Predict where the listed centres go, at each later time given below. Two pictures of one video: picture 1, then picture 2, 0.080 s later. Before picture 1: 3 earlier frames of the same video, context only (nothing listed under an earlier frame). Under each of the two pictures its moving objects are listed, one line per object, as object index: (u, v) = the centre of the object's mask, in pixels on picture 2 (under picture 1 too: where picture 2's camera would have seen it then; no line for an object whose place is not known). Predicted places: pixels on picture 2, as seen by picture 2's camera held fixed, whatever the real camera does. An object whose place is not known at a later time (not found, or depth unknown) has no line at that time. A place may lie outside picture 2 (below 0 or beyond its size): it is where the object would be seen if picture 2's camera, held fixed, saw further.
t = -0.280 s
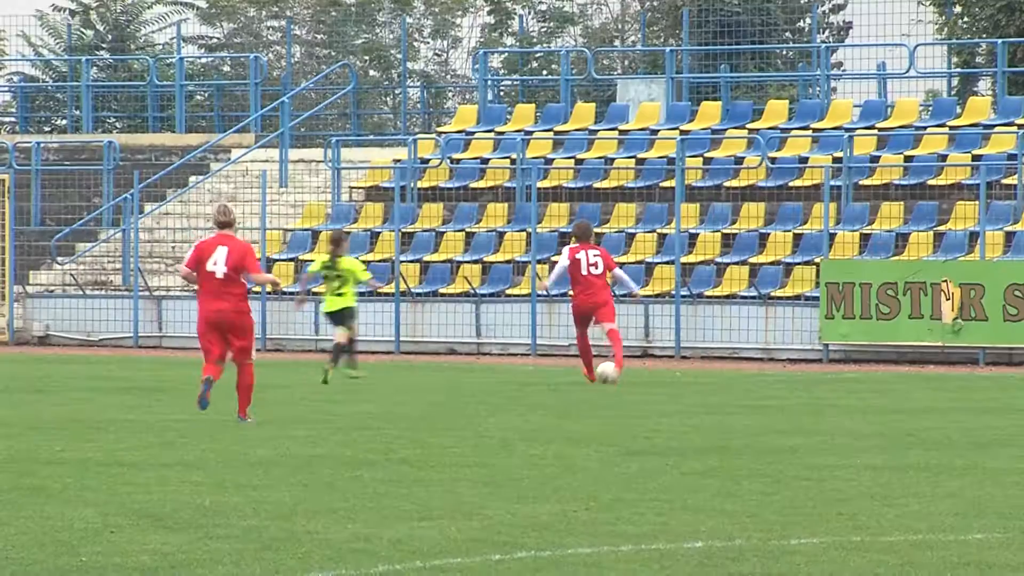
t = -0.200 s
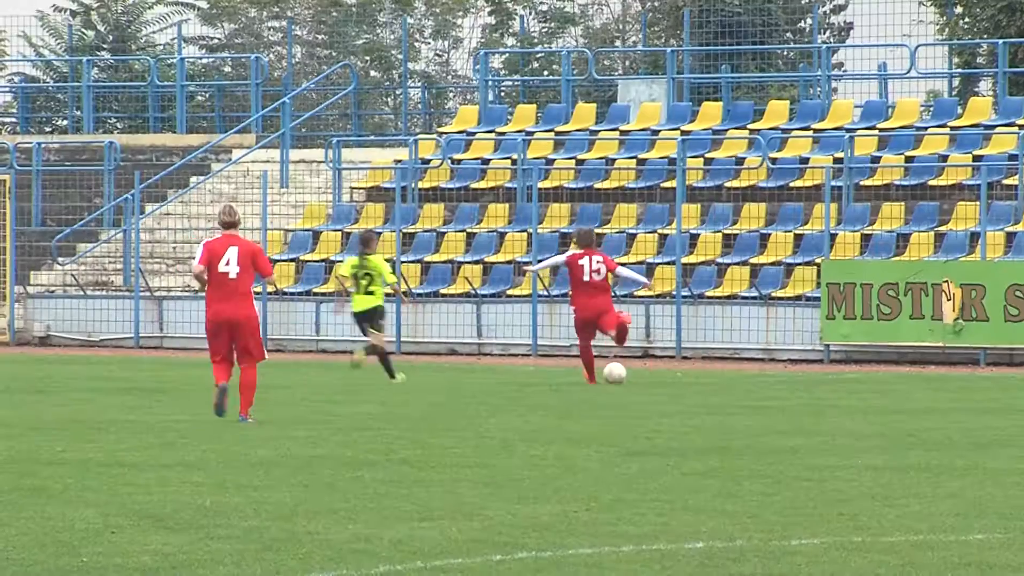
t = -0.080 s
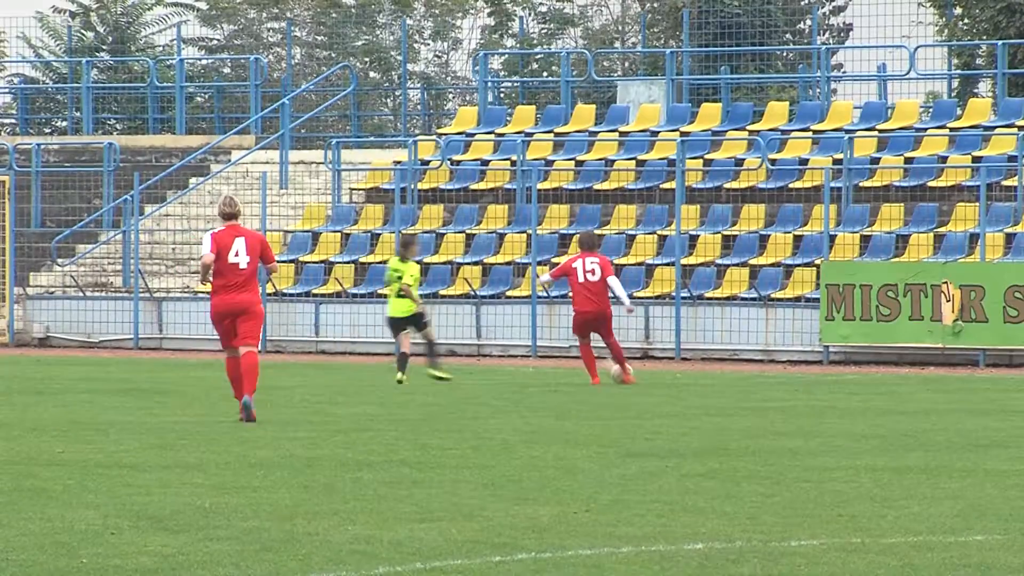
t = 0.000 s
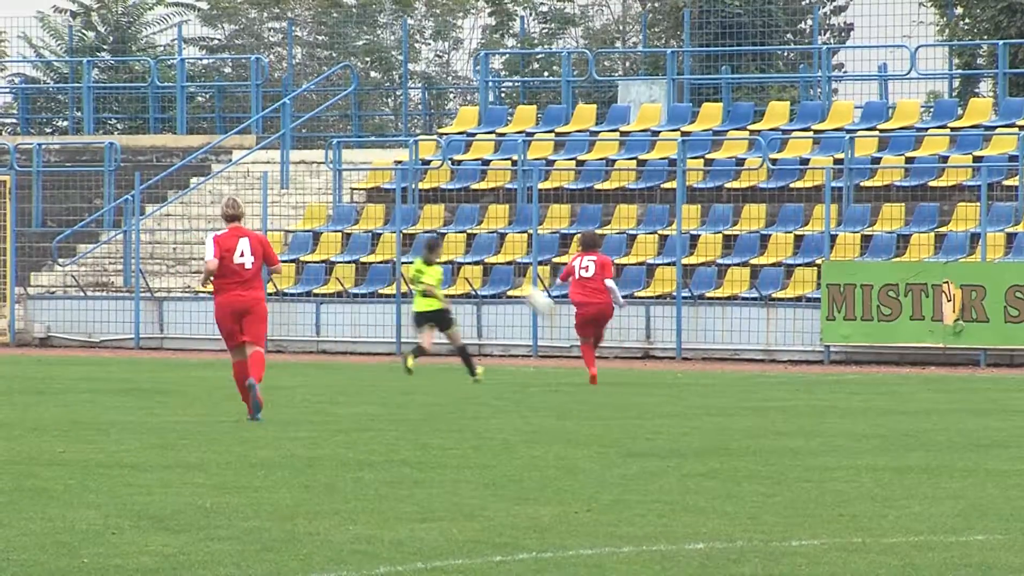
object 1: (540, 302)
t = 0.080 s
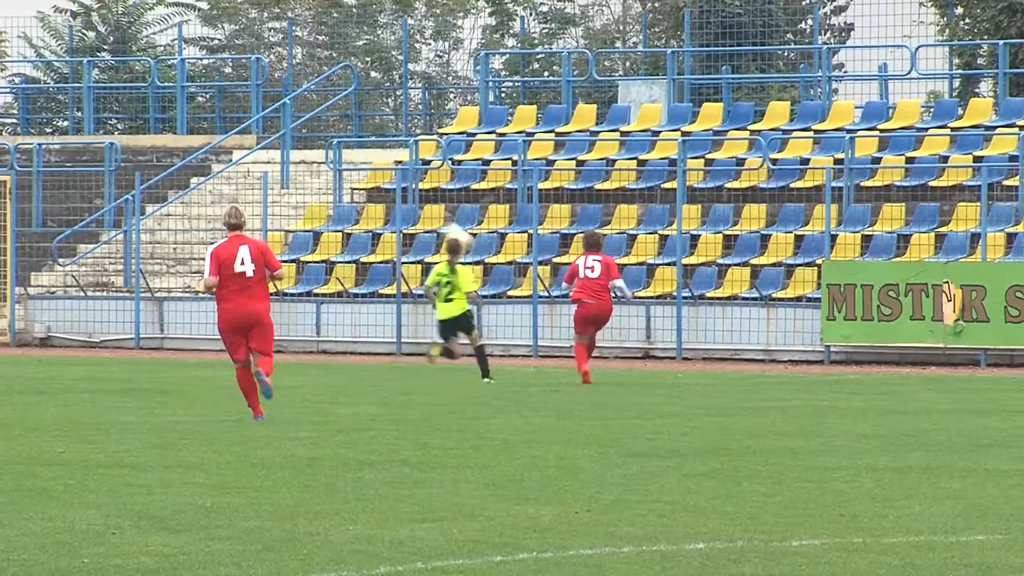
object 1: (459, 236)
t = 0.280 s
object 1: (267, 106)
